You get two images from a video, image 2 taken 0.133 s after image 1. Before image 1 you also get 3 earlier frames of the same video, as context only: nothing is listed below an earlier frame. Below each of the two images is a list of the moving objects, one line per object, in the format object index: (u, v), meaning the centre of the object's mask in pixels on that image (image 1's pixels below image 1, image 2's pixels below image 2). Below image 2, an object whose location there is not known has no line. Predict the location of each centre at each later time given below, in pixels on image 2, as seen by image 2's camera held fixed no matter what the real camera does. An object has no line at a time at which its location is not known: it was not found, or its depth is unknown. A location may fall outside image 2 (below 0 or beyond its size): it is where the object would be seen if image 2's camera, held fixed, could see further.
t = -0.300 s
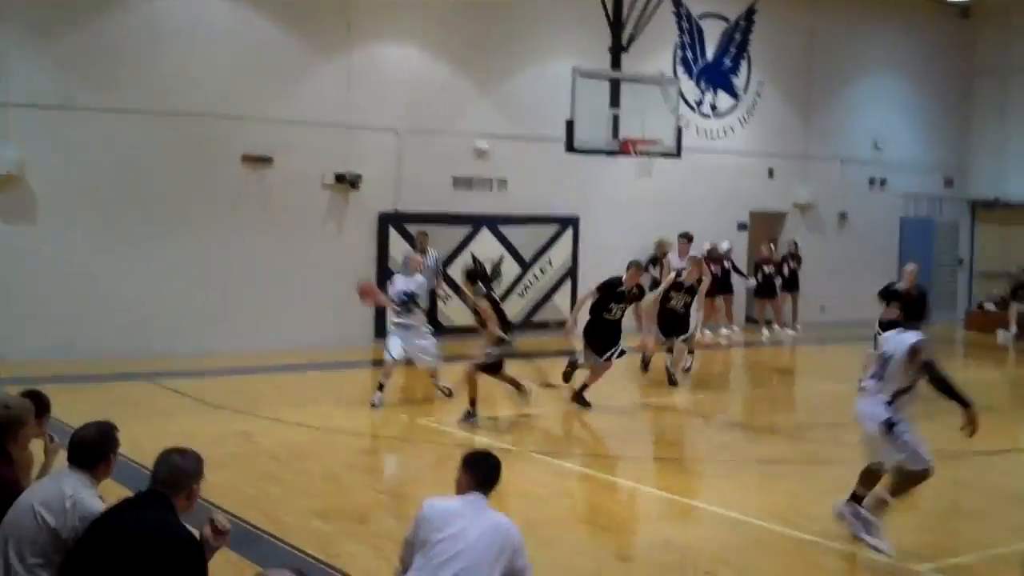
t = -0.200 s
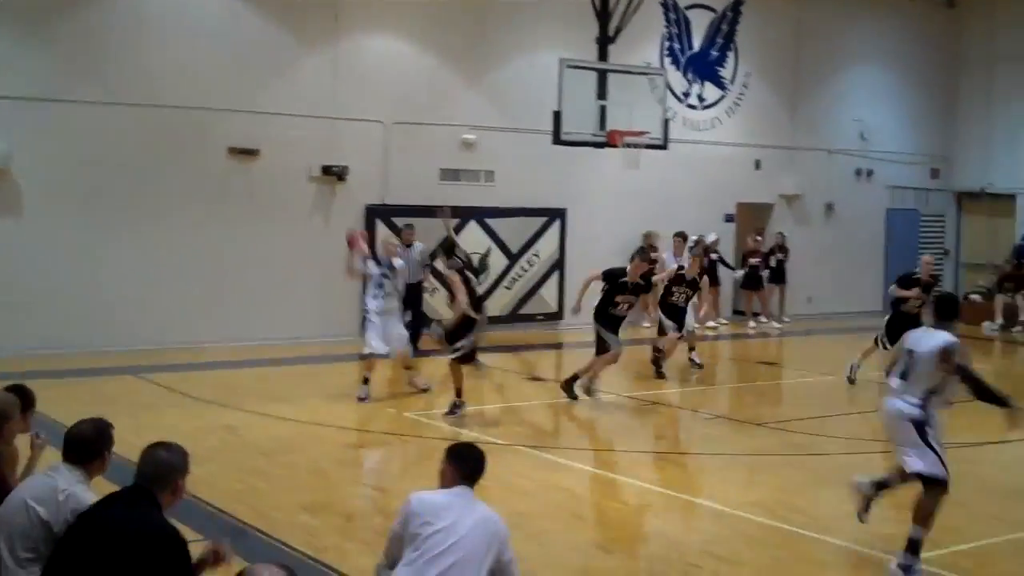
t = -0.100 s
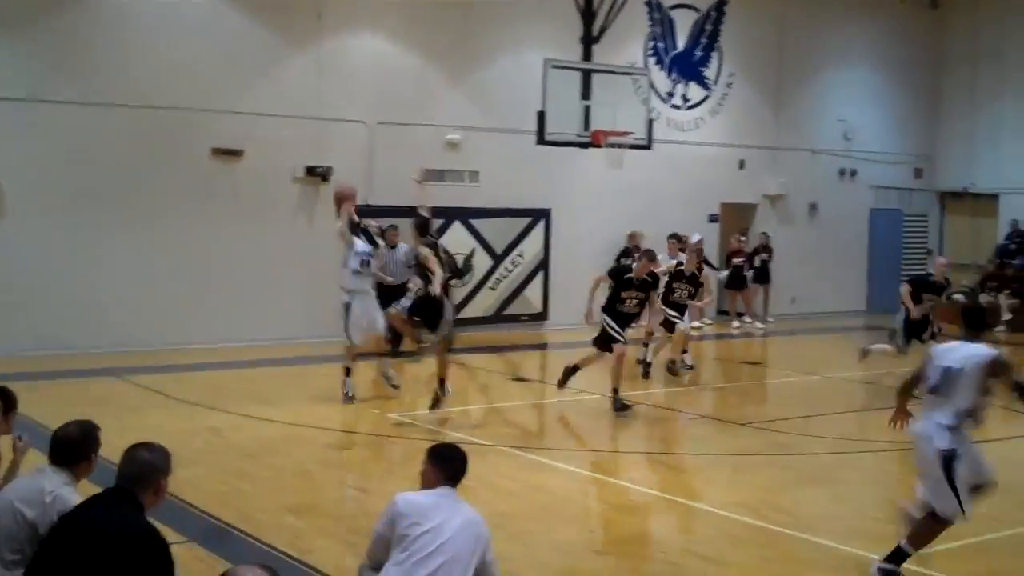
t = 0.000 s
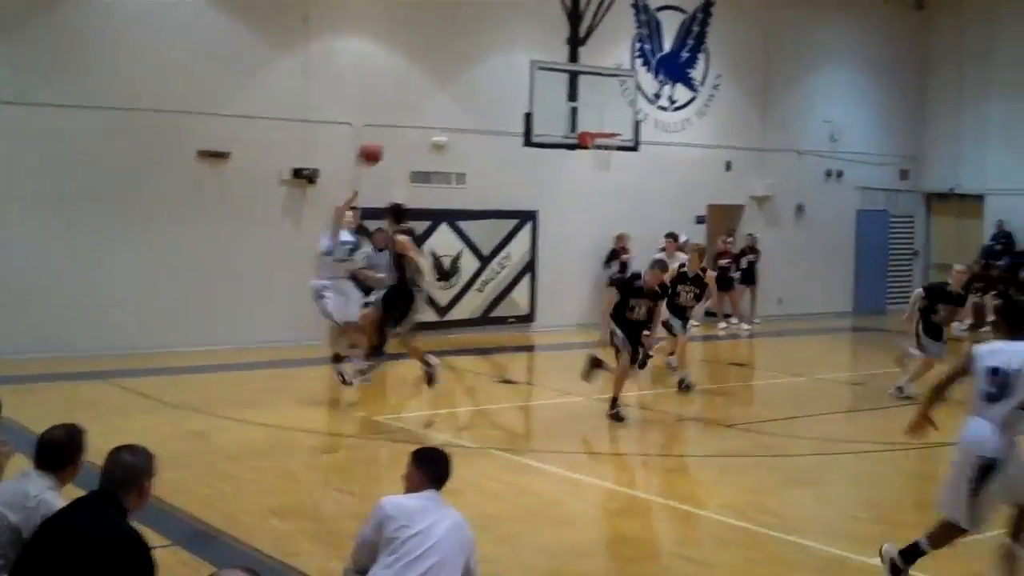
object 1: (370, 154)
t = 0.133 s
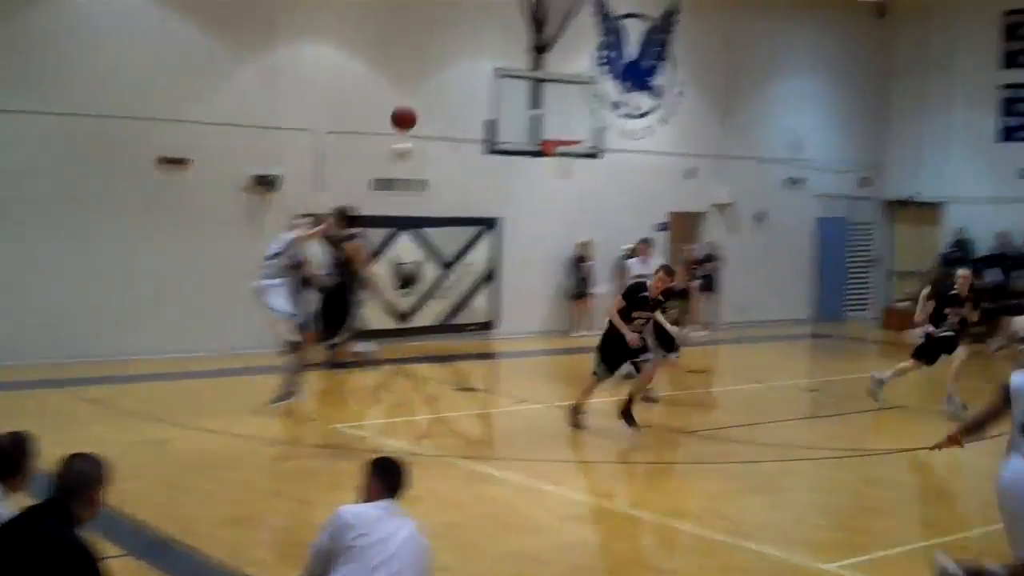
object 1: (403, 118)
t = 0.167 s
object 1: (423, 109)
